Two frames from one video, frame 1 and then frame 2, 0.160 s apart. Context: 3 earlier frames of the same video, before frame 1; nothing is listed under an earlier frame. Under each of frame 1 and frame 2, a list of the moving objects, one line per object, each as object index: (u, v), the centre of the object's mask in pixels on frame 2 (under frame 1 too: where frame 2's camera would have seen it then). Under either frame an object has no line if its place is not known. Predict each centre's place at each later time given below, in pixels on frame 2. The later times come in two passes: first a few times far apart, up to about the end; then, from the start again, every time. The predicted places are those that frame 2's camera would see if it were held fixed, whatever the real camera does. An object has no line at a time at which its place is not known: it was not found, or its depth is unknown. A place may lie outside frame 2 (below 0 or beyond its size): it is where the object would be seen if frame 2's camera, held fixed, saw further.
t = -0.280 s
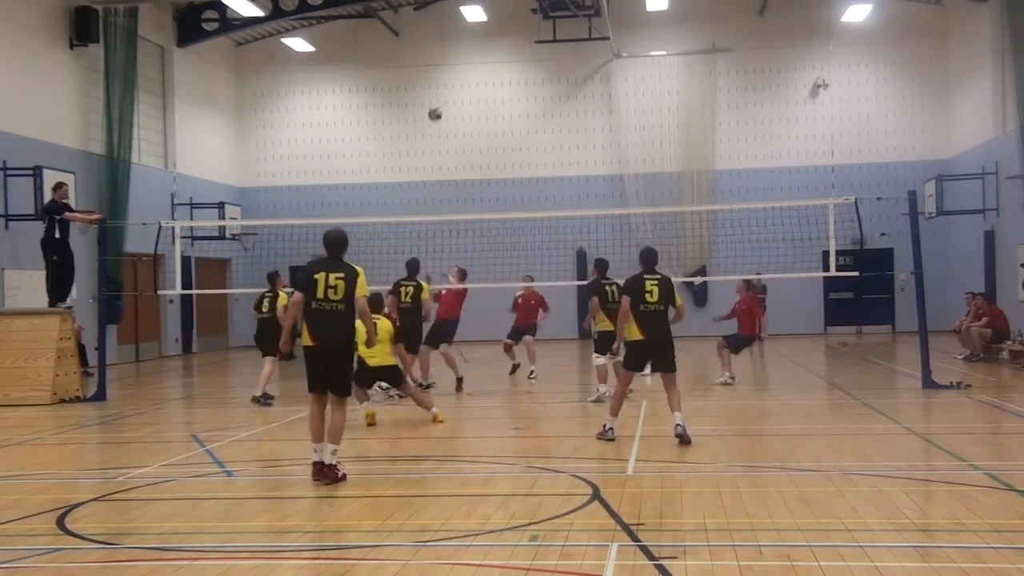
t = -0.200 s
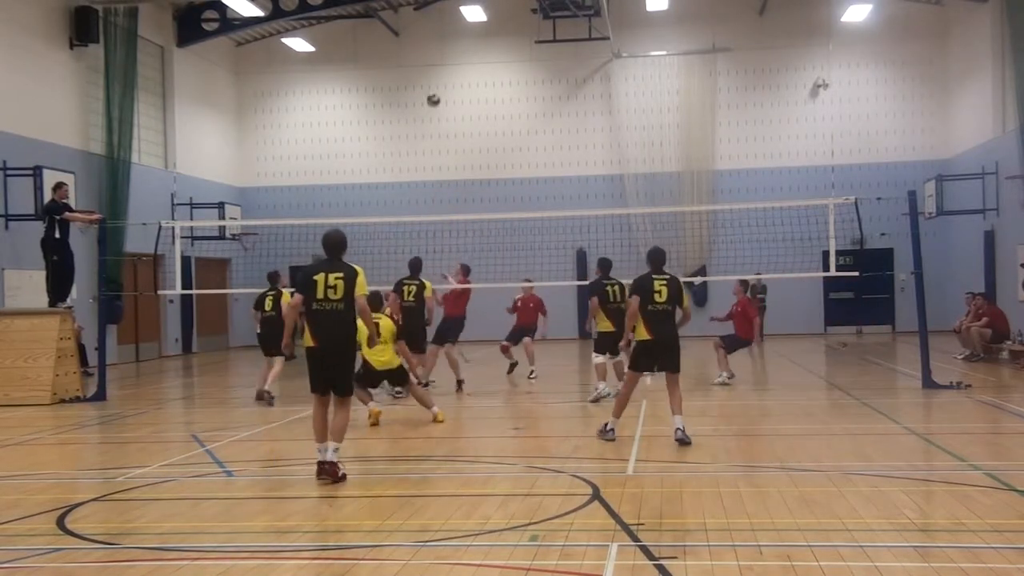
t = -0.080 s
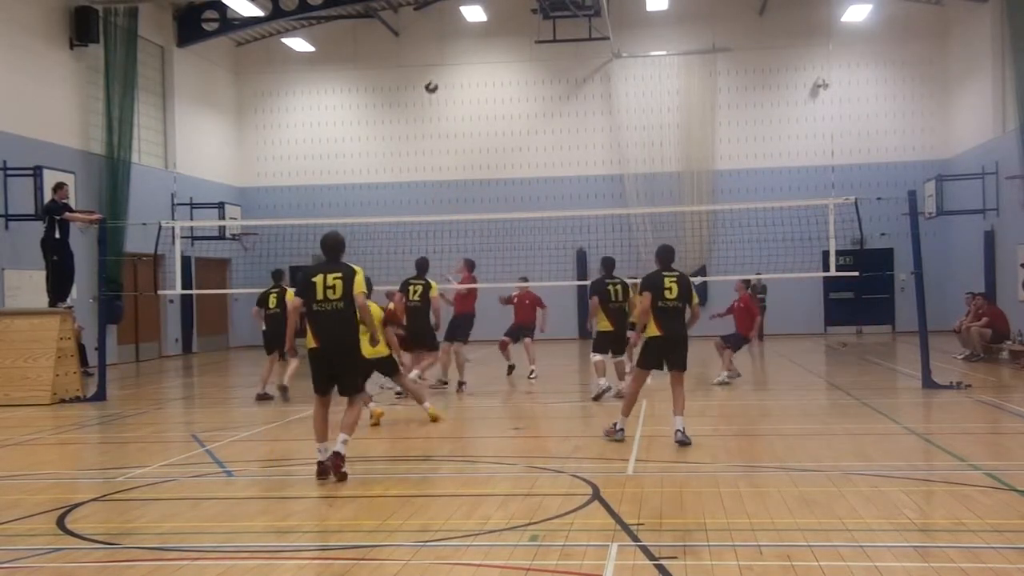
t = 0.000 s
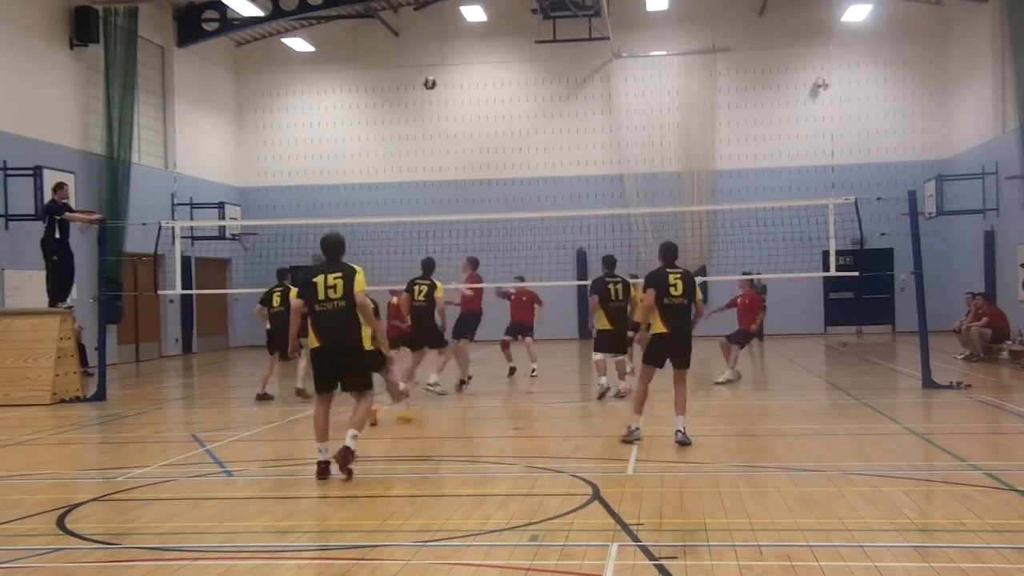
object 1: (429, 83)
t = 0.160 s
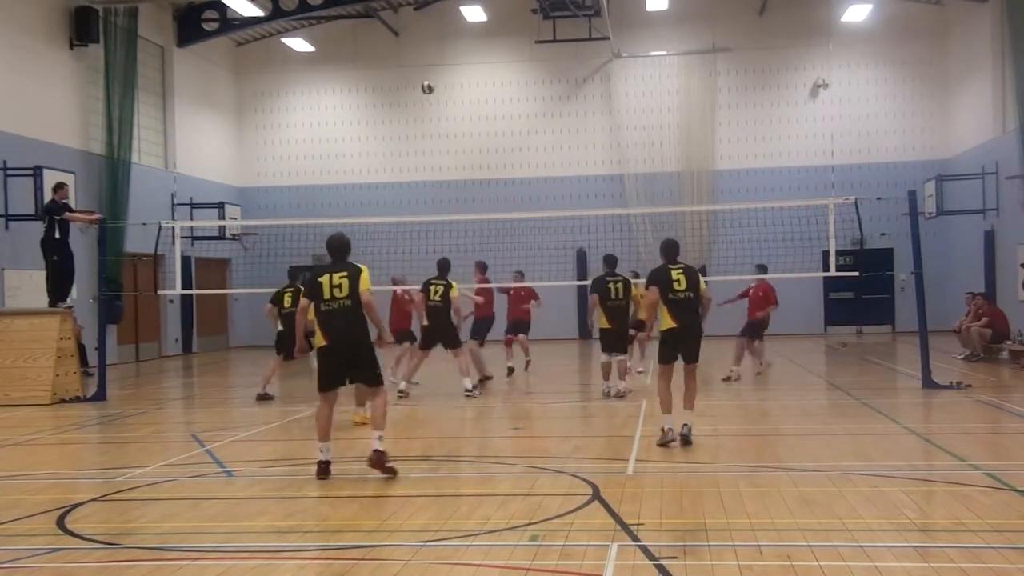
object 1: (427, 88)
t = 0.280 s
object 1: (426, 101)
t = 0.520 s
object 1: (426, 154)
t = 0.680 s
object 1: (426, 205)
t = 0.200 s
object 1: (427, 91)
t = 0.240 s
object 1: (427, 96)
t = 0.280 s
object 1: (426, 101)
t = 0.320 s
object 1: (426, 108)
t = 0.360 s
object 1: (426, 116)
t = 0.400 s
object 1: (426, 124)
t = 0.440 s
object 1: (426, 133)
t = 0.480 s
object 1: (426, 143)
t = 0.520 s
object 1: (426, 154)
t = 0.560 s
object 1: (425, 165)
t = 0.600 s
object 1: (426, 177)
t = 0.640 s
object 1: (426, 192)
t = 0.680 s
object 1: (426, 205)
